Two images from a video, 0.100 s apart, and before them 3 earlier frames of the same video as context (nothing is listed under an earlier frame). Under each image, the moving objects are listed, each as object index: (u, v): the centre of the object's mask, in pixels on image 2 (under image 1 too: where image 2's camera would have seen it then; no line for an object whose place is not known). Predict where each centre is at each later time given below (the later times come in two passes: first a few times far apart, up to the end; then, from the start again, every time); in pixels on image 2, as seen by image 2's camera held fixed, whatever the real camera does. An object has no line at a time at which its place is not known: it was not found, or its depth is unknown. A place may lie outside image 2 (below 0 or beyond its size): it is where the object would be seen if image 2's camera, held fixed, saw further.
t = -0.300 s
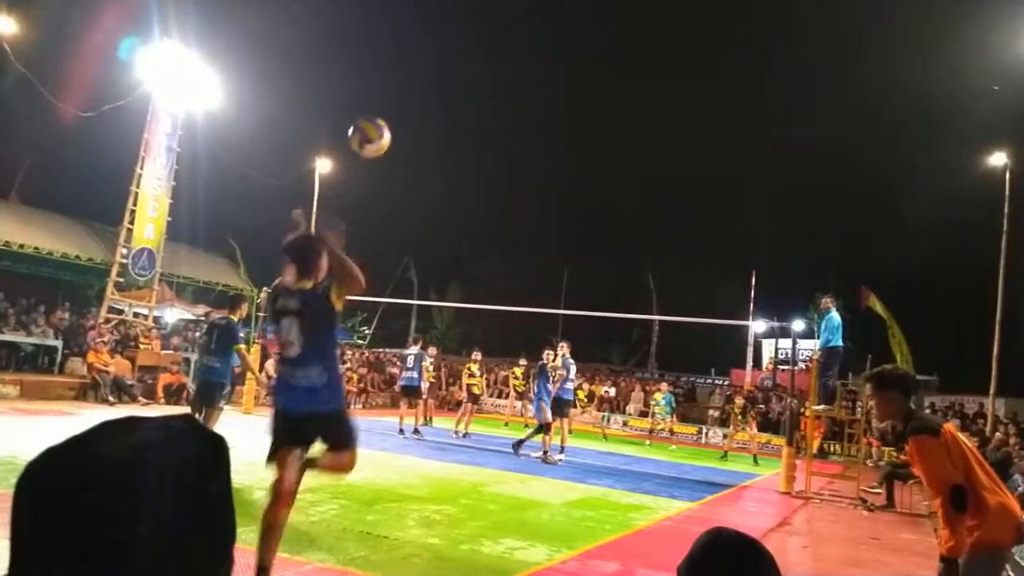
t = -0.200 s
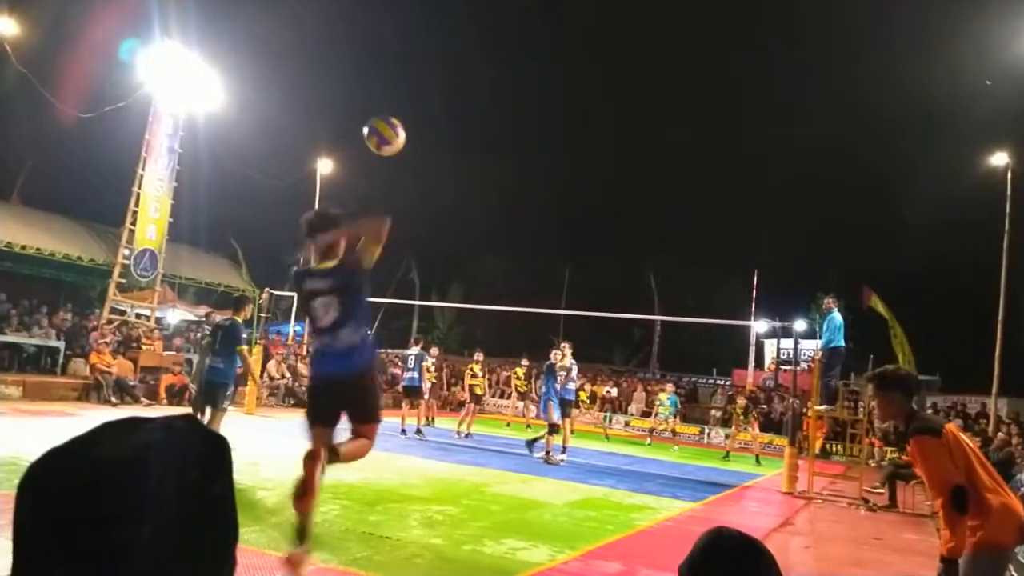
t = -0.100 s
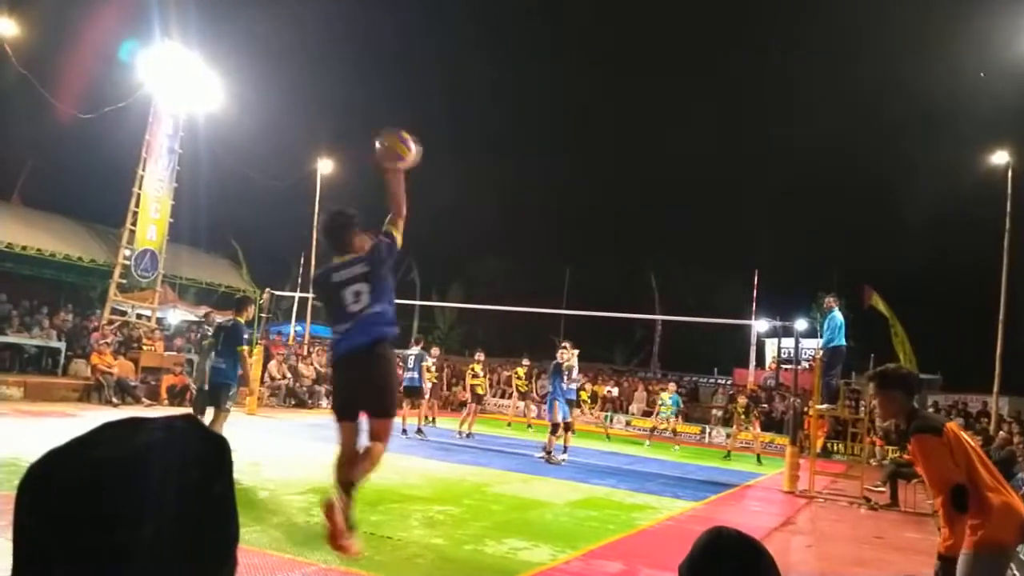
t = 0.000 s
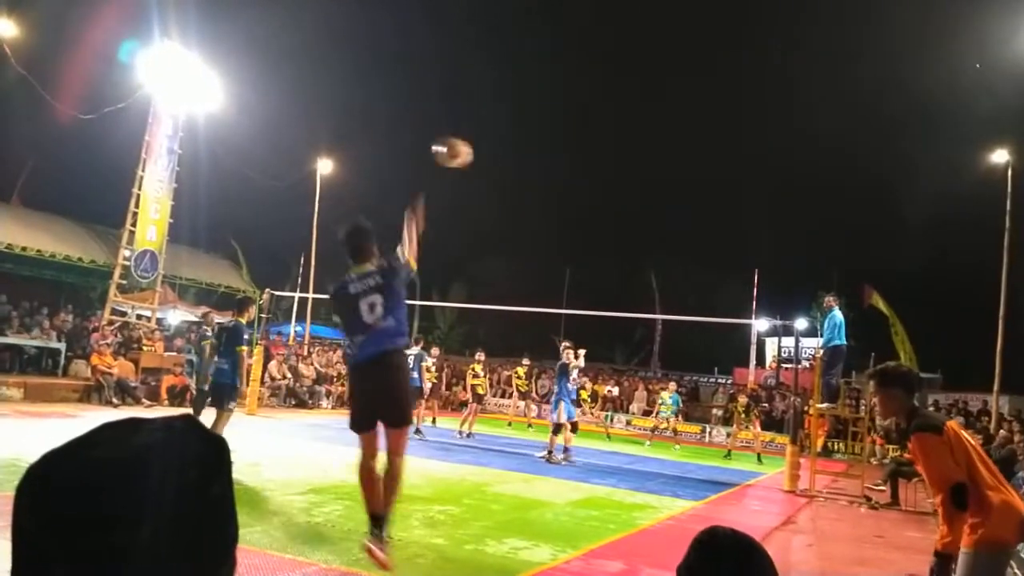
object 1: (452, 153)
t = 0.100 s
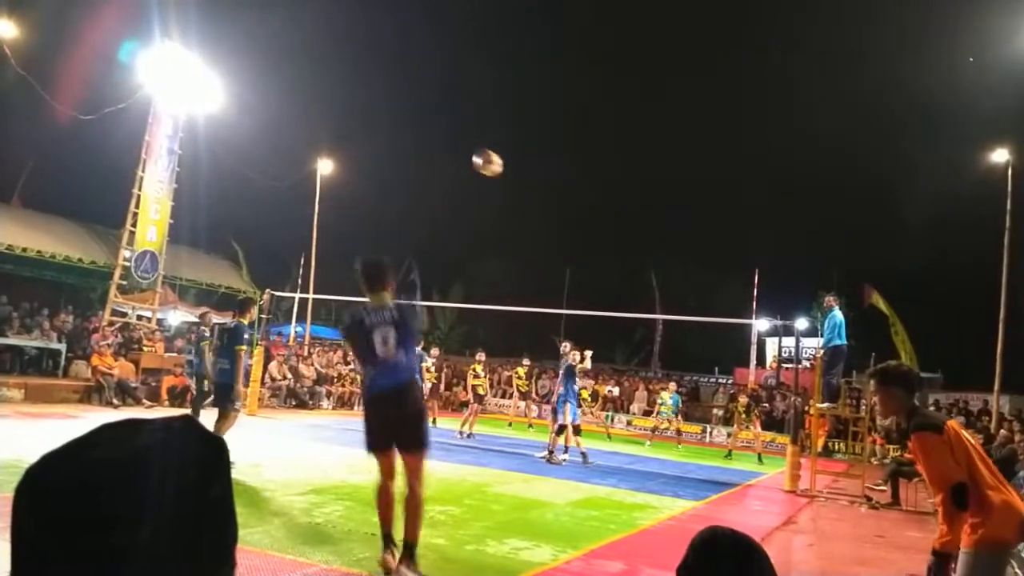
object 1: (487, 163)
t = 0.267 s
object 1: (521, 193)
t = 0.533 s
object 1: (552, 249)
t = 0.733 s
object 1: (562, 297)
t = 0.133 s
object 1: (496, 168)
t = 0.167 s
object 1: (504, 174)
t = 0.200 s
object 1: (510, 180)
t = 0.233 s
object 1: (516, 187)
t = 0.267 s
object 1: (521, 193)
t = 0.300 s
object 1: (526, 200)
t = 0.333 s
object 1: (530, 207)
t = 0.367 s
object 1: (535, 214)
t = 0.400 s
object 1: (539, 221)
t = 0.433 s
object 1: (542, 228)
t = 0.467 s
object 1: (546, 235)
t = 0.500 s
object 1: (549, 242)
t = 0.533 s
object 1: (552, 249)
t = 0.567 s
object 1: (554, 257)
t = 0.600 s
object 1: (556, 265)
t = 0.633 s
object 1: (558, 273)
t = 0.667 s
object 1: (560, 281)
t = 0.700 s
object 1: (561, 289)
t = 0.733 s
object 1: (562, 297)
